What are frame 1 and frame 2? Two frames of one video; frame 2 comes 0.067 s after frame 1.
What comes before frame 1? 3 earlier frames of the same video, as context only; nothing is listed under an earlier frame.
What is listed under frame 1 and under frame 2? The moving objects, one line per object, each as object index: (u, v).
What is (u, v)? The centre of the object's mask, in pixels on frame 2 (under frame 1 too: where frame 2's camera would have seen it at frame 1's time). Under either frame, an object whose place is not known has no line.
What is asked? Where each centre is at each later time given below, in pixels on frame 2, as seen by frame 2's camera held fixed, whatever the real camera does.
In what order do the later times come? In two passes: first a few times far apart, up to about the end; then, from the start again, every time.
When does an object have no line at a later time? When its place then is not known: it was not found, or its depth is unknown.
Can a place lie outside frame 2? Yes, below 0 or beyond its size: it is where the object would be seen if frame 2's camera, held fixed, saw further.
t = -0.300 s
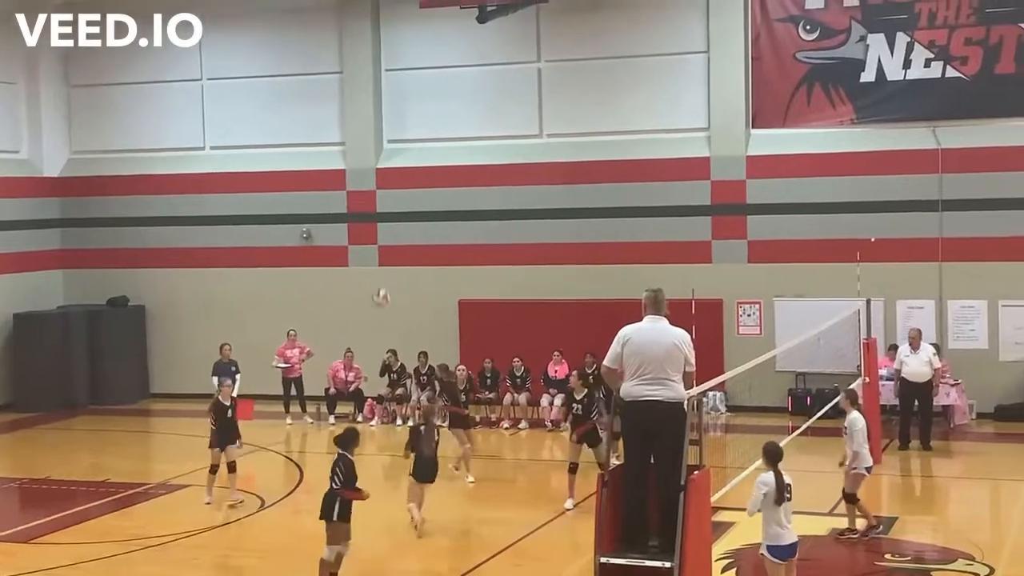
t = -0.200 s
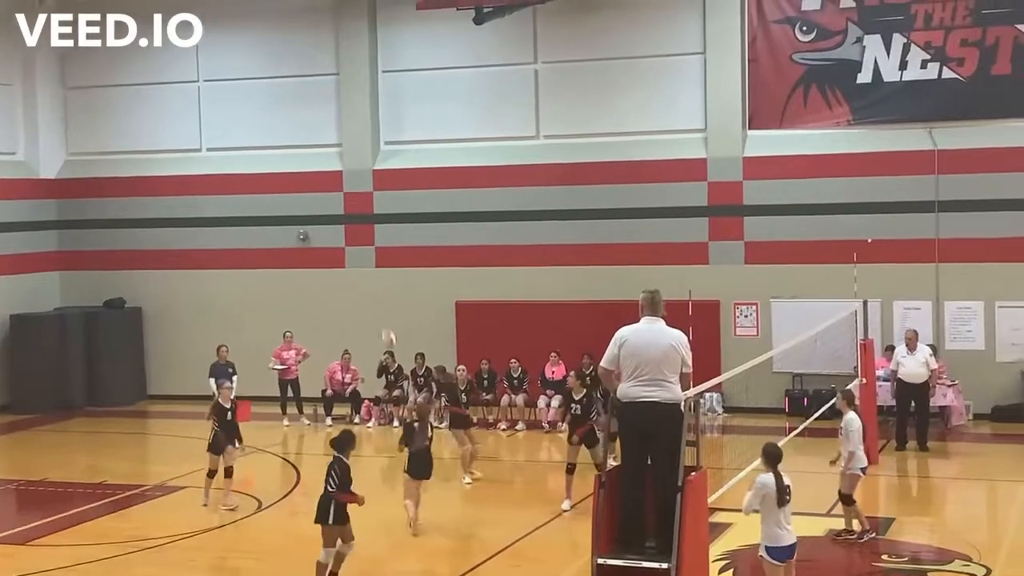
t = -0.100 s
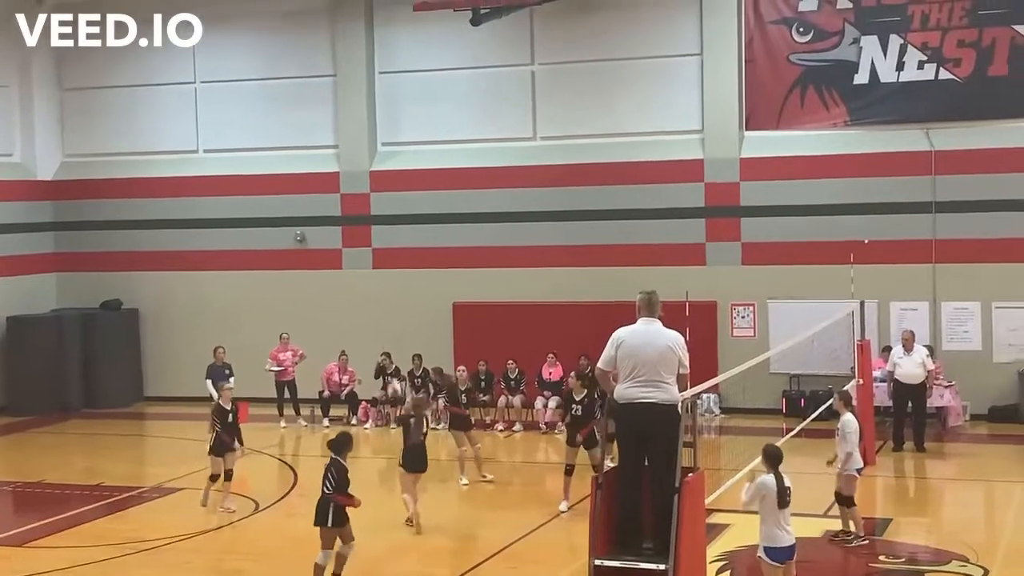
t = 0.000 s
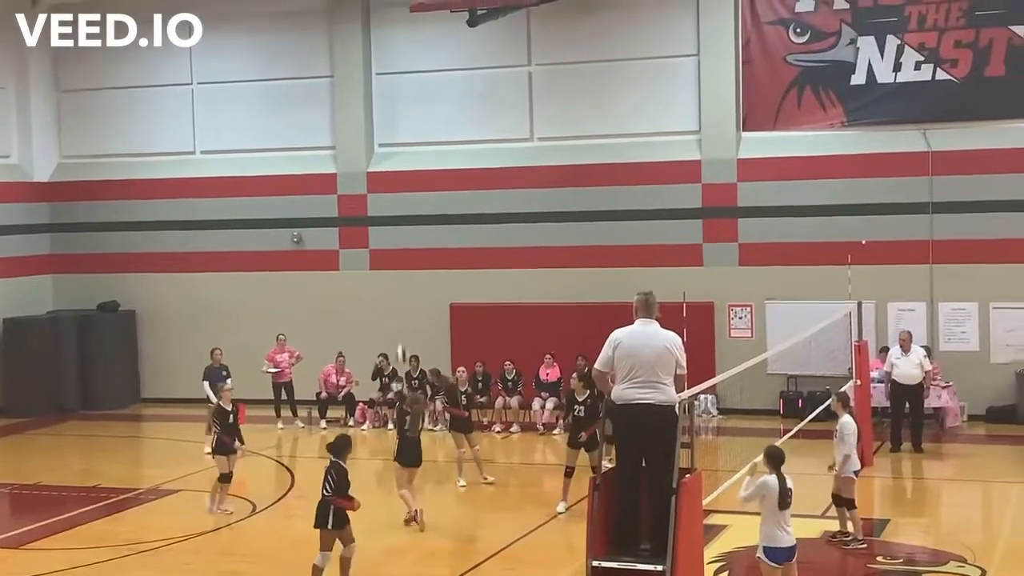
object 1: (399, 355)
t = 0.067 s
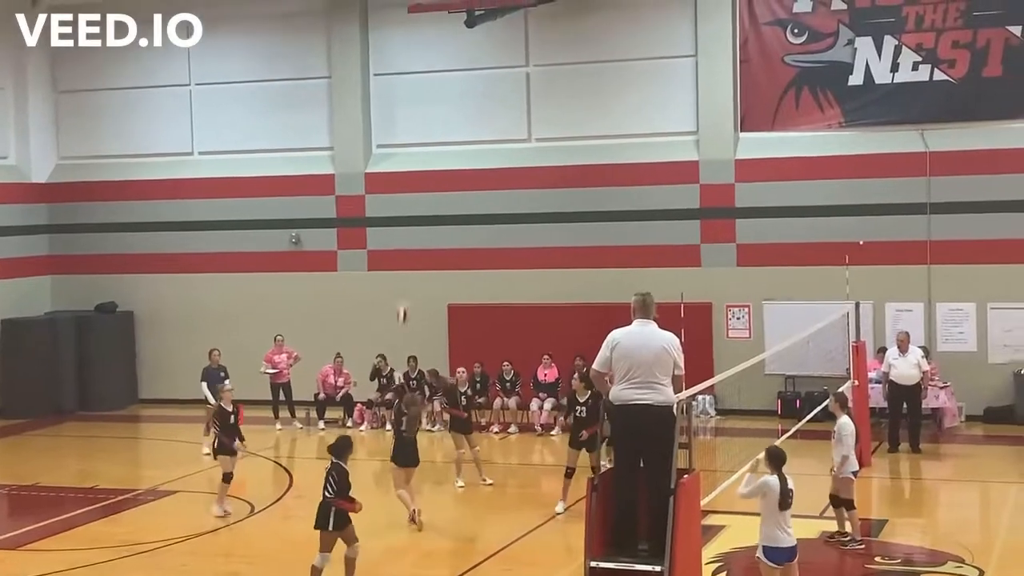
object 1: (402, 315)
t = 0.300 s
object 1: (418, 193)
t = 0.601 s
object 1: (440, 111)
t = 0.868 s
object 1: (462, 100)
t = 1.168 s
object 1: (489, 156)
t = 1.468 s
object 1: (518, 283)
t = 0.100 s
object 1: (404, 294)
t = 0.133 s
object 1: (406, 273)
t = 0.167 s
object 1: (408, 255)
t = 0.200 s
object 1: (413, 238)
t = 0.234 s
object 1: (415, 223)
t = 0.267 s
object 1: (417, 209)
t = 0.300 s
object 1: (418, 193)
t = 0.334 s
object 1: (419, 180)
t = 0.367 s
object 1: (423, 169)
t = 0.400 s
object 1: (424, 159)
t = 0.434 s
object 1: (426, 147)
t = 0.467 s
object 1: (429, 139)
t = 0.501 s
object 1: (432, 130)
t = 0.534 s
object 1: (434, 124)
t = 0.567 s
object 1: (437, 117)
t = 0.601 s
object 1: (440, 111)
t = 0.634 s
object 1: (442, 106)
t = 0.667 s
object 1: (445, 102)
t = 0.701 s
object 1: (448, 99)
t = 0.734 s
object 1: (450, 98)
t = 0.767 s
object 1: (453, 96)
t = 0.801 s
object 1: (456, 97)
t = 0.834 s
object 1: (458, 98)
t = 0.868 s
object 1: (462, 100)
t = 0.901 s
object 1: (465, 101)
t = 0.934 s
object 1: (468, 106)
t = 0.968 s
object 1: (471, 110)
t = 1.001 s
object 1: (474, 116)
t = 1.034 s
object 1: (477, 123)
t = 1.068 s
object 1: (480, 129)
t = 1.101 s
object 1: (483, 138)
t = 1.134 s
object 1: (486, 145)
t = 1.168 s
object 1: (489, 156)
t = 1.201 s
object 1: (493, 166)
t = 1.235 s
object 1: (497, 177)
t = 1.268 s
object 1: (499, 189)
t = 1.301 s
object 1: (500, 203)
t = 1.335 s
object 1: (505, 217)
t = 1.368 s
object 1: (507, 231)
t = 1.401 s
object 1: (511, 247)
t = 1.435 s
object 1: (515, 264)
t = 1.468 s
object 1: (518, 283)
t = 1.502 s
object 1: (521, 301)
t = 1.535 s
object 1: (524, 319)
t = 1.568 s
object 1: (527, 339)
